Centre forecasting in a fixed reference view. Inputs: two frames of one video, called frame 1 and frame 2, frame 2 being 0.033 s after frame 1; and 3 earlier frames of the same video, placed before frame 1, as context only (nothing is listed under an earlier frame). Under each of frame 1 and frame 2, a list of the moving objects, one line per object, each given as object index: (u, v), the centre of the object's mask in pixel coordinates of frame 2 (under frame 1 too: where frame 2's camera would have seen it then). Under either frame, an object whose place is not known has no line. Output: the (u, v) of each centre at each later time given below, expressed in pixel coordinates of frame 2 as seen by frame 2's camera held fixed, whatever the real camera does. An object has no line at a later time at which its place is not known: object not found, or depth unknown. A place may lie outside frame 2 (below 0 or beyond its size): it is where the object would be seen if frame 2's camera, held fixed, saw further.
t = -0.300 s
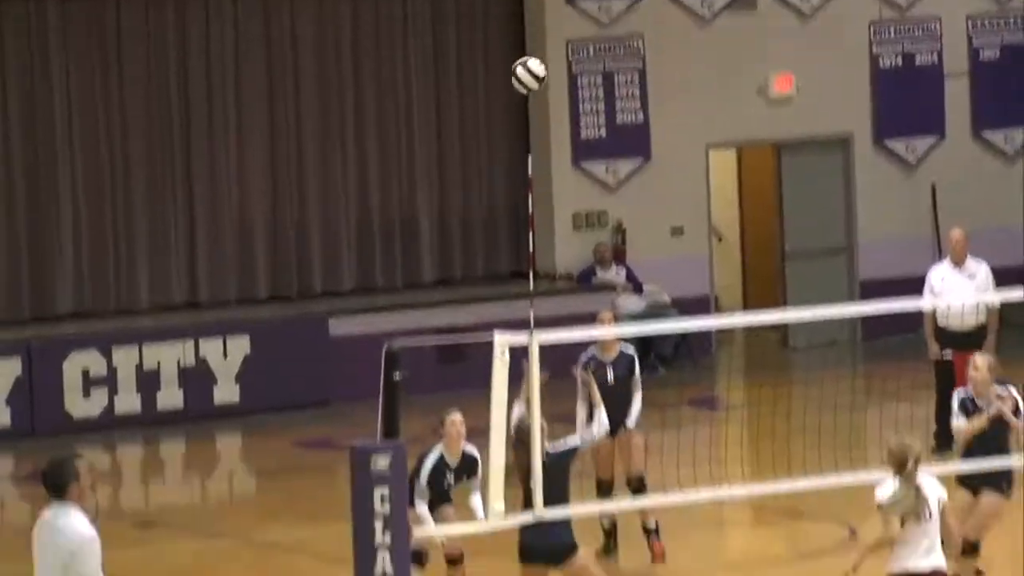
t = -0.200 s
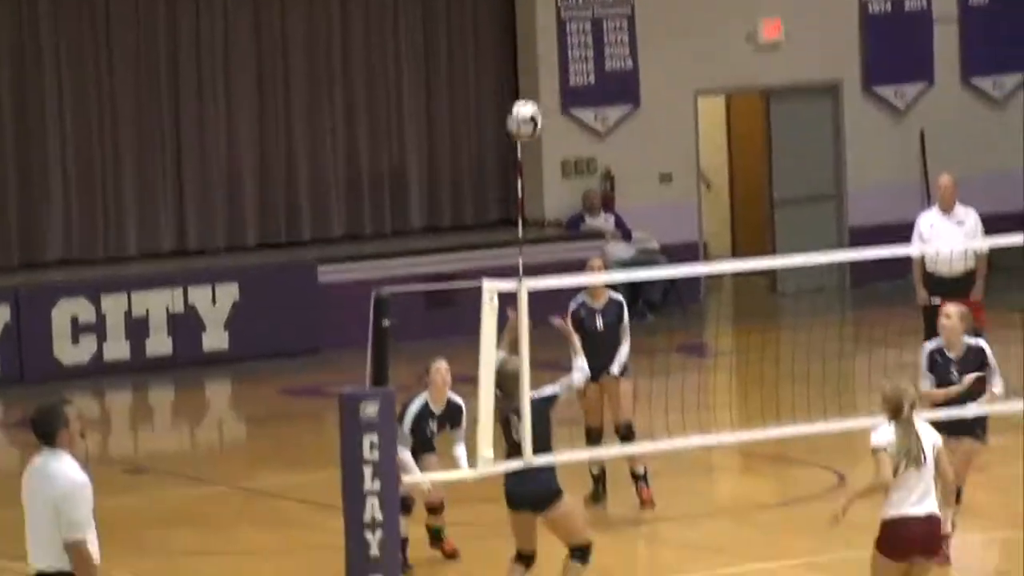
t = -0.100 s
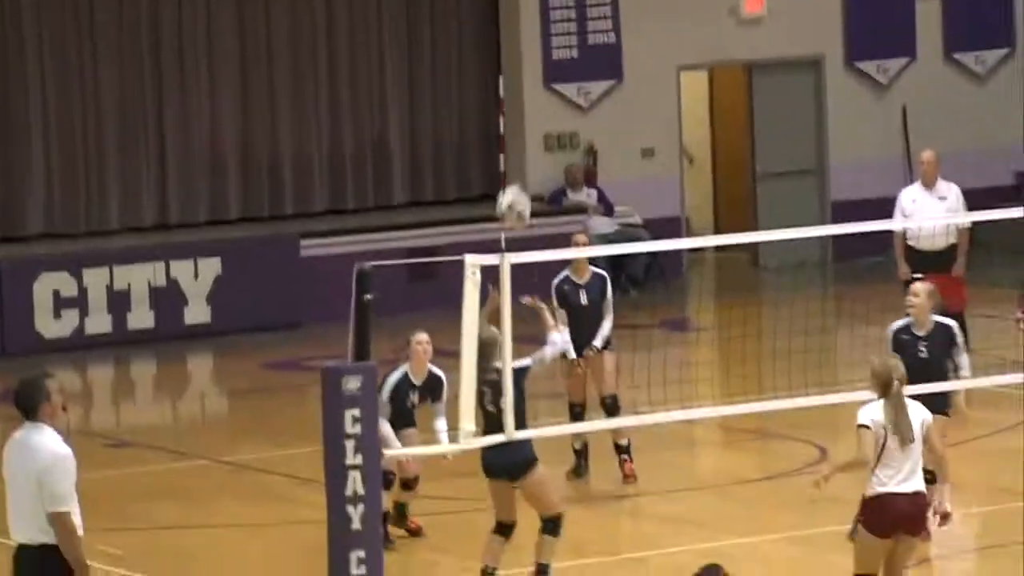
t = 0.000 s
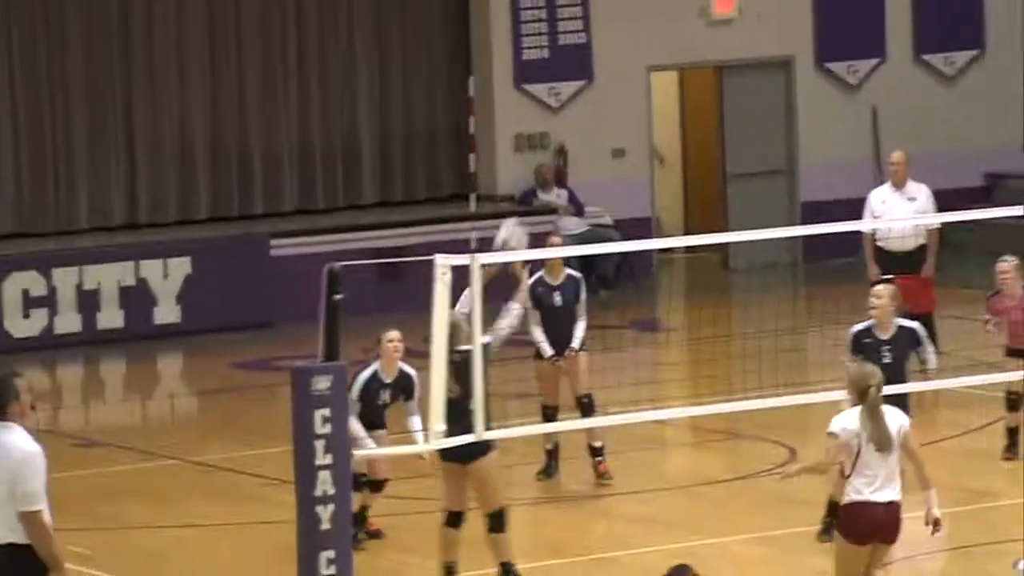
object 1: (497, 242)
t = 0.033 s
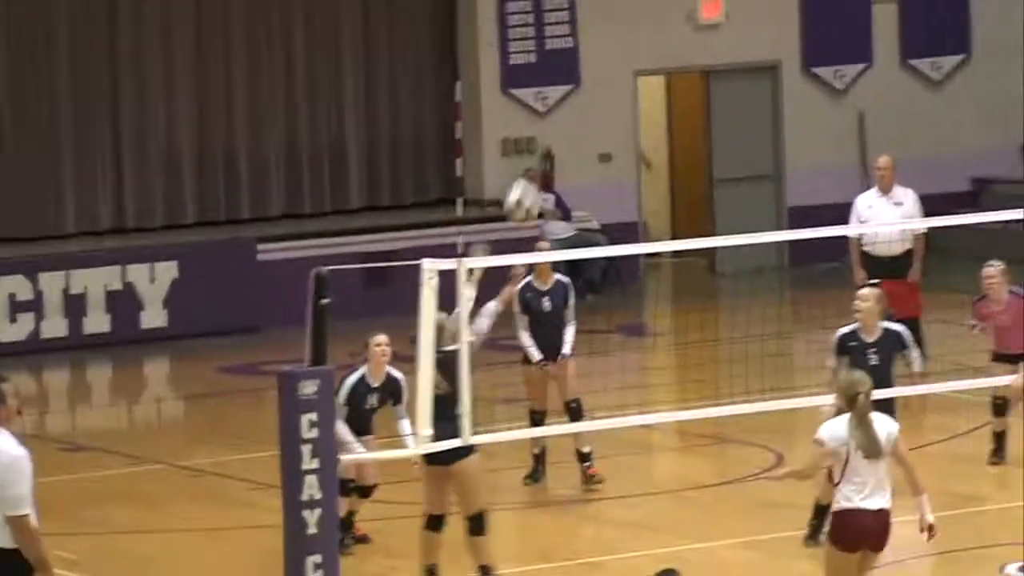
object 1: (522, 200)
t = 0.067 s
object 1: (545, 156)
